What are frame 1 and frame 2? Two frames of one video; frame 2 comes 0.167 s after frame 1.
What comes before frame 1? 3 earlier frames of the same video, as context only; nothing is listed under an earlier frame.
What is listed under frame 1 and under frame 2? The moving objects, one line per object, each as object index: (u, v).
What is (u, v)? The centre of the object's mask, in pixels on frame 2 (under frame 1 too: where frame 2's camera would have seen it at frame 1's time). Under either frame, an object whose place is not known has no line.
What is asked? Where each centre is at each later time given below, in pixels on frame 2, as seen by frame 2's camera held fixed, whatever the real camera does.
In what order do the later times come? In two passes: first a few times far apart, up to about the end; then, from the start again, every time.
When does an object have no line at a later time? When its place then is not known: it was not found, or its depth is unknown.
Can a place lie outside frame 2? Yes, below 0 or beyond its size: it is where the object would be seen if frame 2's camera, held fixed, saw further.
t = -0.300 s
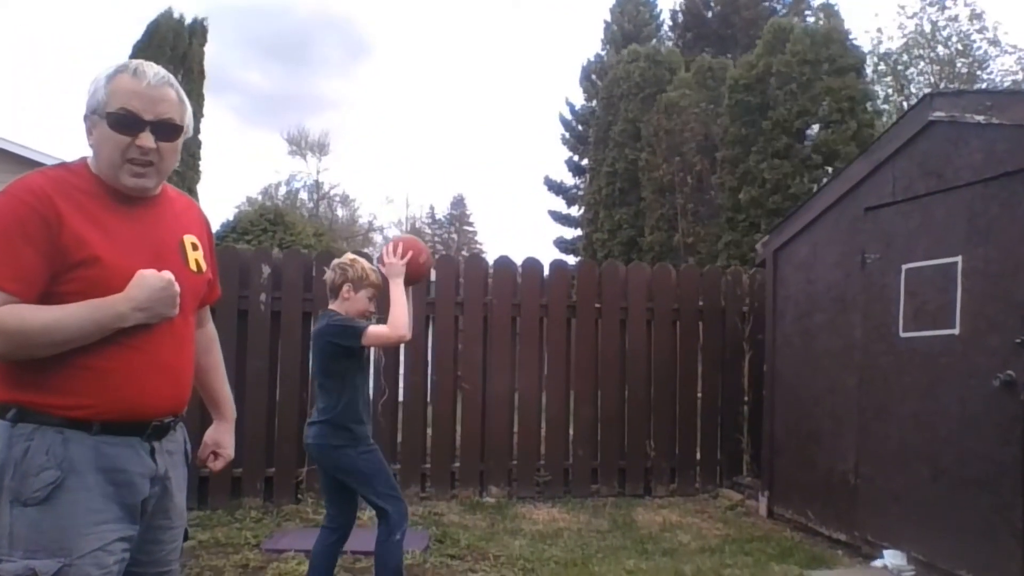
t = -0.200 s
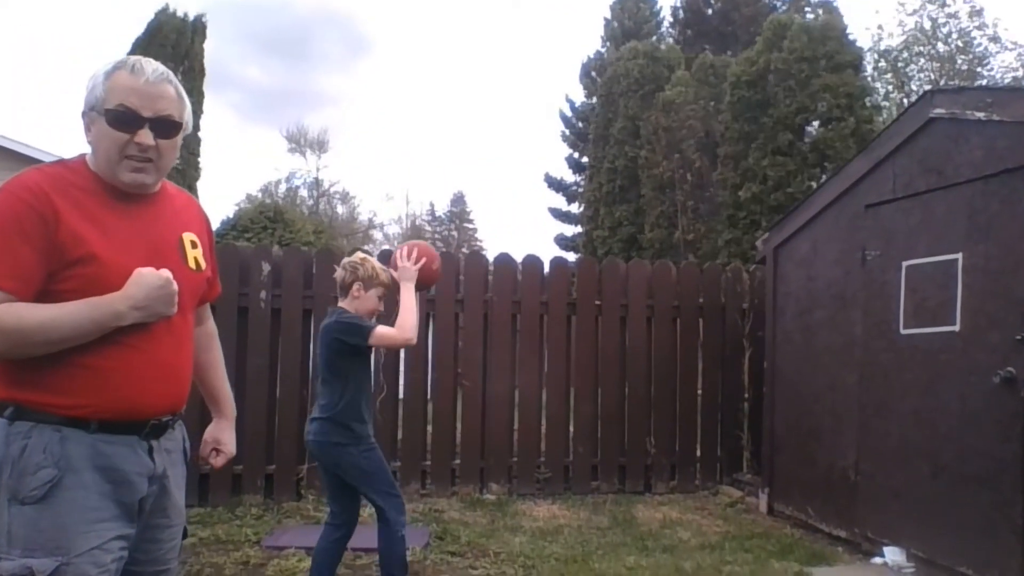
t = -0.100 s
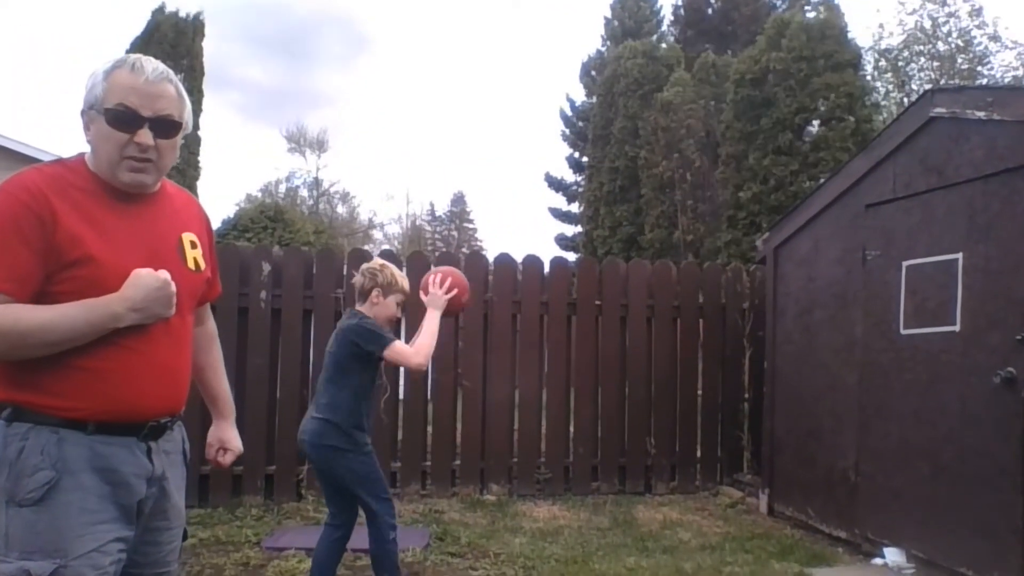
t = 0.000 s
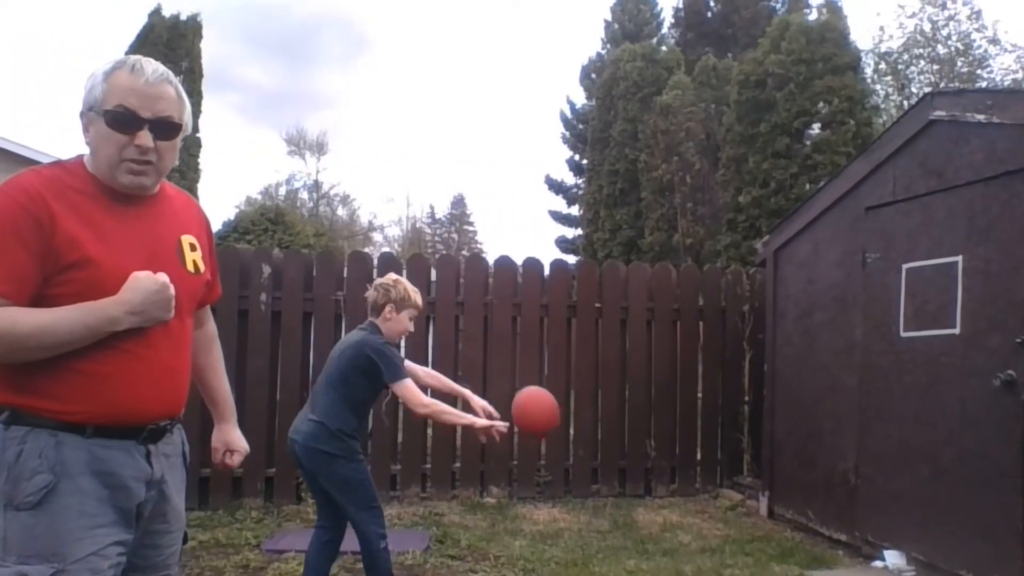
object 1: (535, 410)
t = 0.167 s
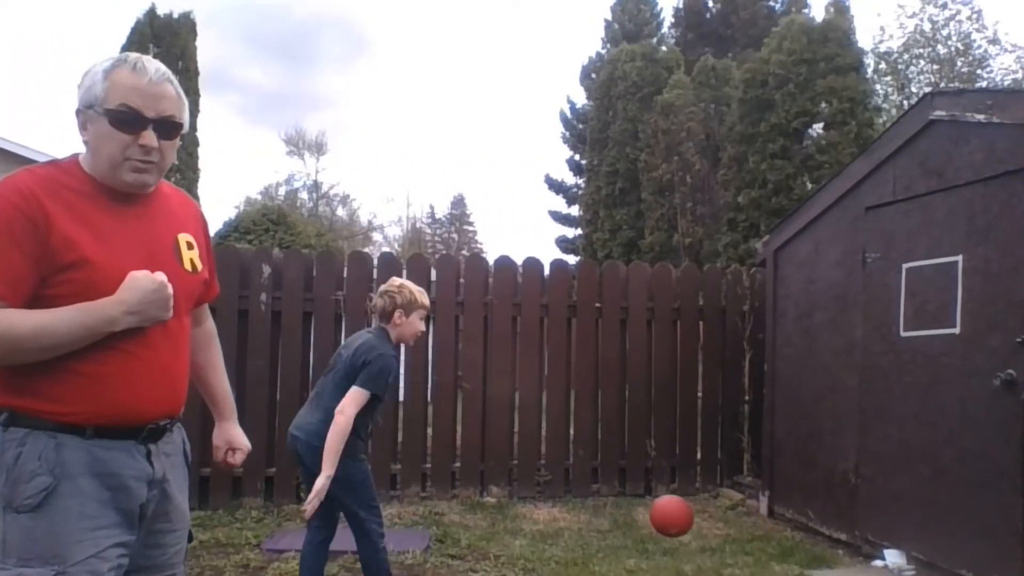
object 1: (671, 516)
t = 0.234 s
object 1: (704, 450)
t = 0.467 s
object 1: (804, 303)
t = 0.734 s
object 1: (830, 253)
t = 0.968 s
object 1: (735, 283)
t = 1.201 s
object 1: (643, 408)
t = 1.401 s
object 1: (580, 516)
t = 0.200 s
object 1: (688, 481)
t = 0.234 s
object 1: (704, 450)
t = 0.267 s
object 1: (720, 422)
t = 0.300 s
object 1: (734, 396)
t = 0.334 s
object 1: (748, 372)
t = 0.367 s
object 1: (762, 351)
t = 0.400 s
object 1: (776, 332)
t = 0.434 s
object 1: (790, 317)
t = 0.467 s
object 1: (804, 303)
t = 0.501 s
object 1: (816, 292)
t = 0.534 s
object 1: (828, 284)
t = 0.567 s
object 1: (840, 277)
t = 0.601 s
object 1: (851, 272)
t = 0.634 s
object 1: (863, 269)
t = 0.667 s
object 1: (856, 262)
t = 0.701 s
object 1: (843, 257)
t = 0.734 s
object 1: (830, 253)
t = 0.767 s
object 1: (817, 251)
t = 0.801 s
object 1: (804, 252)
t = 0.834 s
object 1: (790, 254)
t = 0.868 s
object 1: (777, 259)
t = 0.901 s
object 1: (763, 265)
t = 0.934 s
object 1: (749, 273)
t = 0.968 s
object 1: (735, 283)
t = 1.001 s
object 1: (722, 295)
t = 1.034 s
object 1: (708, 308)
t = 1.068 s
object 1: (695, 324)
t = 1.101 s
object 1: (681, 341)
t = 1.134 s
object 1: (668, 361)
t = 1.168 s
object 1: (655, 384)
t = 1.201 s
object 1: (643, 408)
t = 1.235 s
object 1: (631, 435)
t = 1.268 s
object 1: (618, 463)
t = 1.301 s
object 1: (606, 494)
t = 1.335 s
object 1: (594, 528)
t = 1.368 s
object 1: (586, 538)
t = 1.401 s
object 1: (580, 516)
